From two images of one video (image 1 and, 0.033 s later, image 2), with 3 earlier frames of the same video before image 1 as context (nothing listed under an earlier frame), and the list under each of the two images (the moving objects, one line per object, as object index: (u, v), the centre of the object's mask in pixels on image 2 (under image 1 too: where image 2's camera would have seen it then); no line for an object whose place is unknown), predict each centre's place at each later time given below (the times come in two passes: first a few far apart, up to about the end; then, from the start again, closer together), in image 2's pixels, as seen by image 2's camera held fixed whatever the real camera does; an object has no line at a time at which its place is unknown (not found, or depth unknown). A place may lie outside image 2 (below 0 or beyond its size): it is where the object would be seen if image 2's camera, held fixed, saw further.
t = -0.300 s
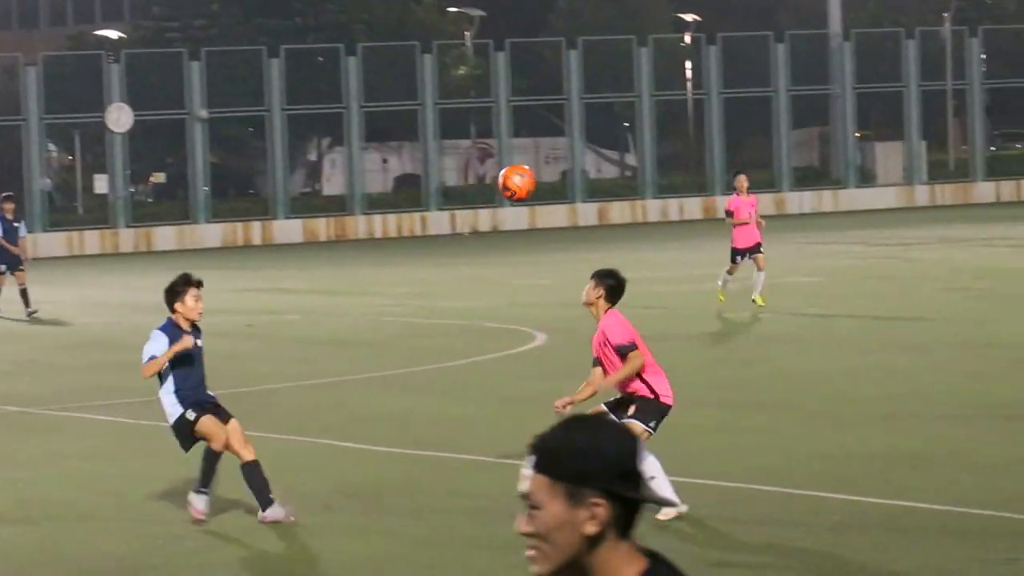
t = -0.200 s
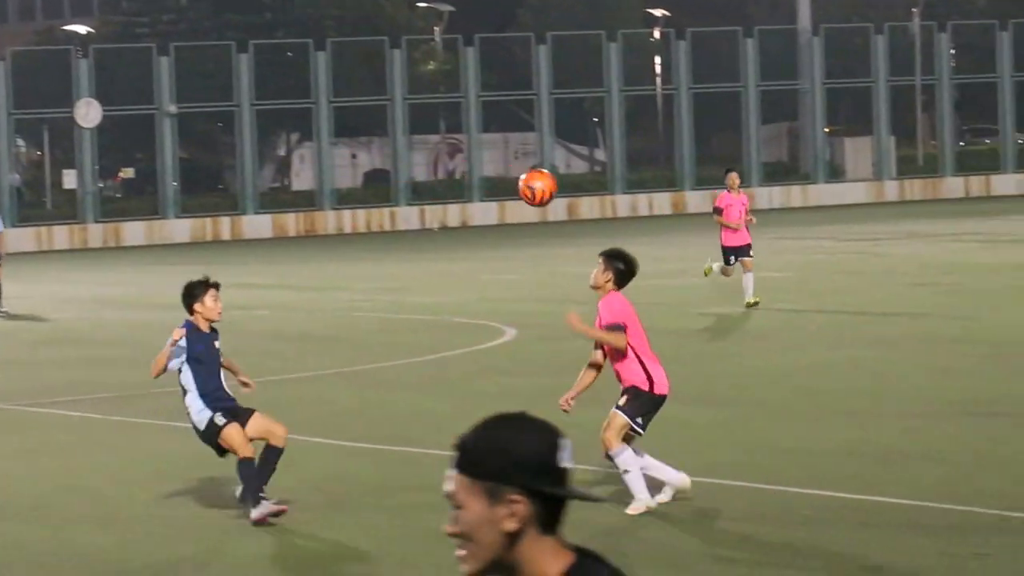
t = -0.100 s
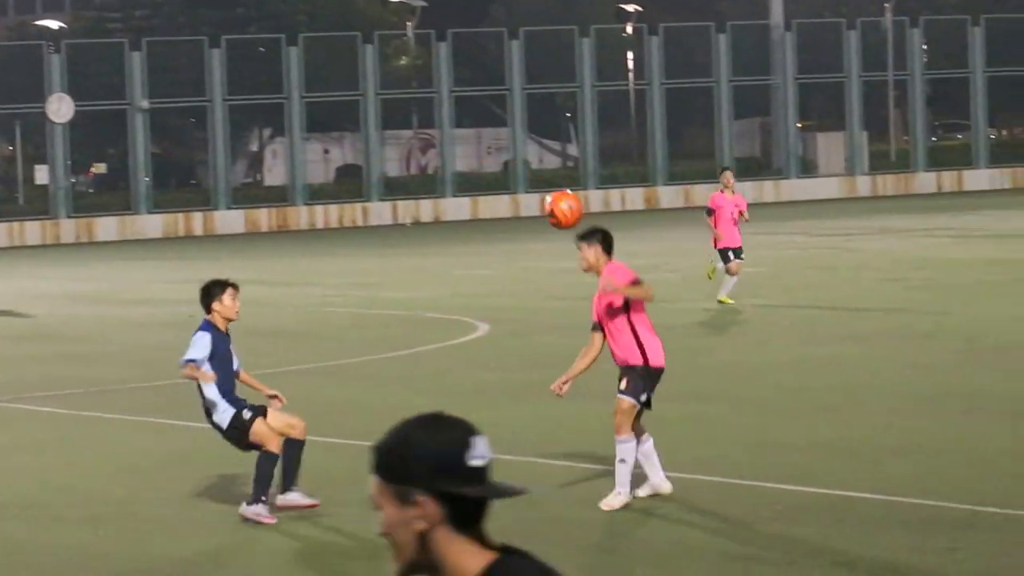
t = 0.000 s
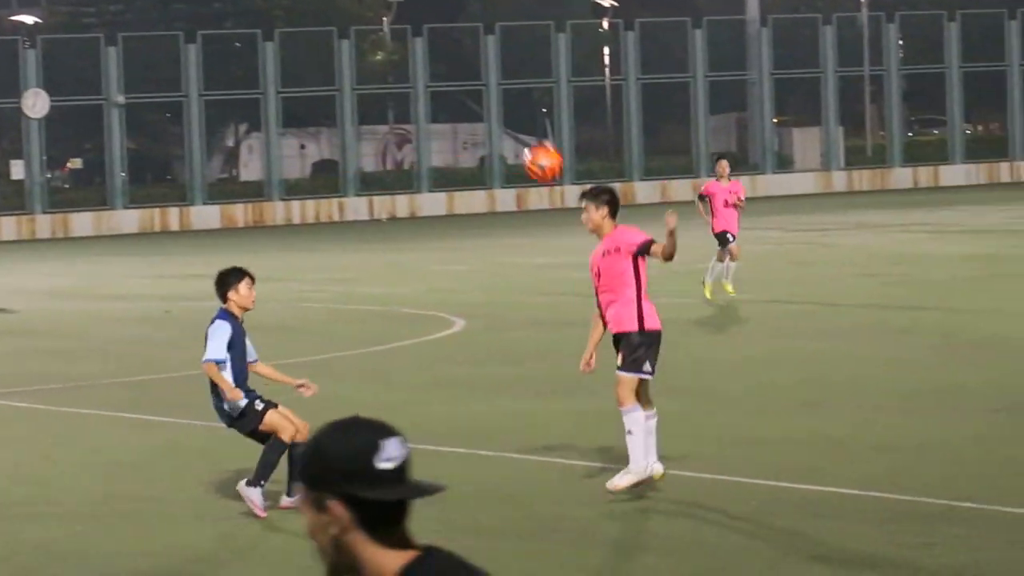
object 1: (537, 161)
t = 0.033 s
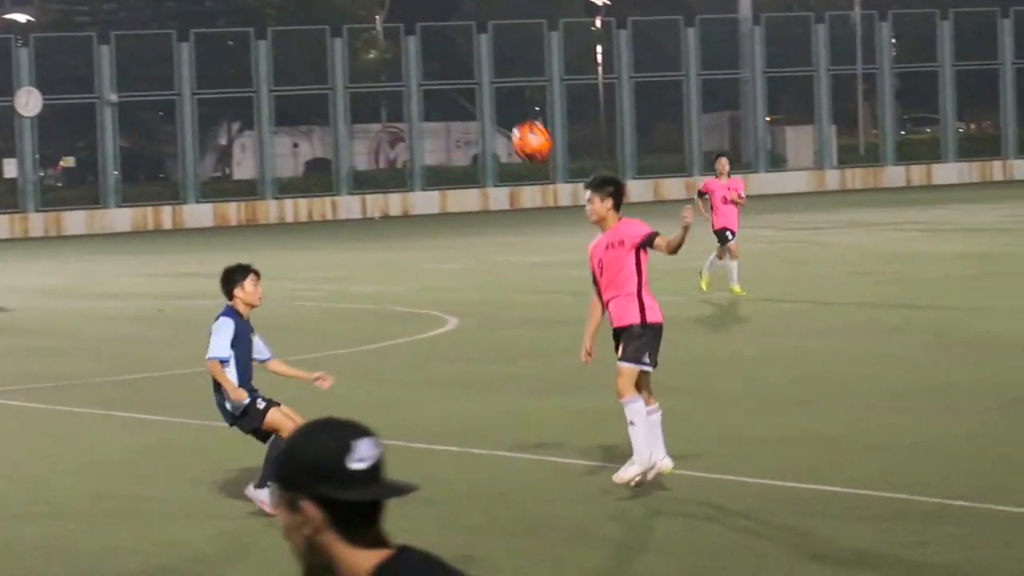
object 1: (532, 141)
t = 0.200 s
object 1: (509, 70)
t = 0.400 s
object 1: (486, 47)
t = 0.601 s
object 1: (467, 101)
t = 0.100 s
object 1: (523, 107)
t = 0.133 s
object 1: (518, 93)
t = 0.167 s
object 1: (514, 81)
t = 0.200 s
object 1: (509, 70)
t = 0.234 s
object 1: (506, 62)
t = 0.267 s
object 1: (502, 54)
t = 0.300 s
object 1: (498, 50)
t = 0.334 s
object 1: (494, 47)
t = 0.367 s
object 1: (490, 46)
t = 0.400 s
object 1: (486, 47)
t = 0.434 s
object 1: (483, 50)
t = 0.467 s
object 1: (480, 56)
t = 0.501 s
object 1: (476, 63)
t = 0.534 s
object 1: (473, 73)
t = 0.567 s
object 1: (470, 86)
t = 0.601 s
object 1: (467, 101)
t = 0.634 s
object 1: (464, 117)
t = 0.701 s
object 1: (460, 158)
